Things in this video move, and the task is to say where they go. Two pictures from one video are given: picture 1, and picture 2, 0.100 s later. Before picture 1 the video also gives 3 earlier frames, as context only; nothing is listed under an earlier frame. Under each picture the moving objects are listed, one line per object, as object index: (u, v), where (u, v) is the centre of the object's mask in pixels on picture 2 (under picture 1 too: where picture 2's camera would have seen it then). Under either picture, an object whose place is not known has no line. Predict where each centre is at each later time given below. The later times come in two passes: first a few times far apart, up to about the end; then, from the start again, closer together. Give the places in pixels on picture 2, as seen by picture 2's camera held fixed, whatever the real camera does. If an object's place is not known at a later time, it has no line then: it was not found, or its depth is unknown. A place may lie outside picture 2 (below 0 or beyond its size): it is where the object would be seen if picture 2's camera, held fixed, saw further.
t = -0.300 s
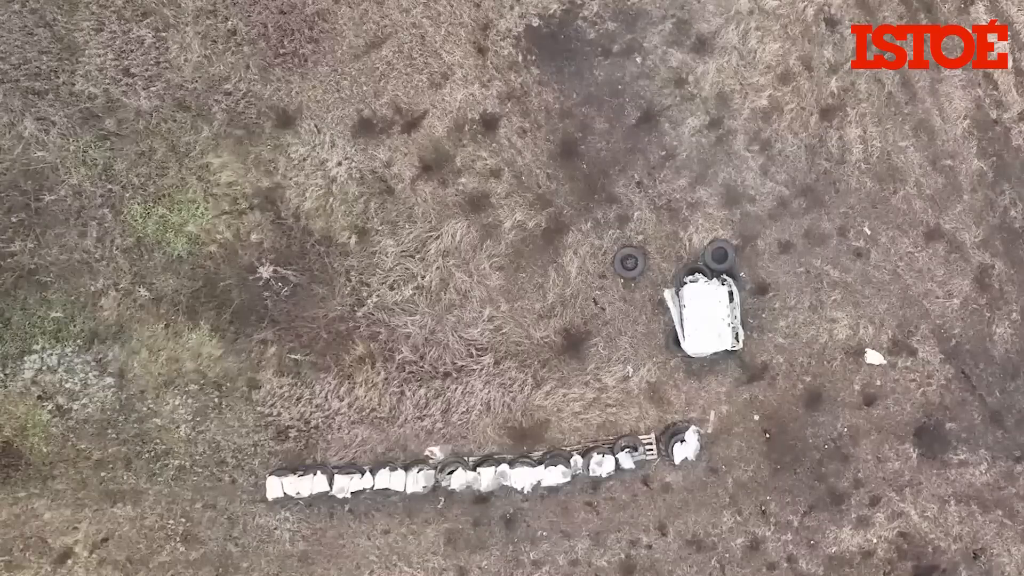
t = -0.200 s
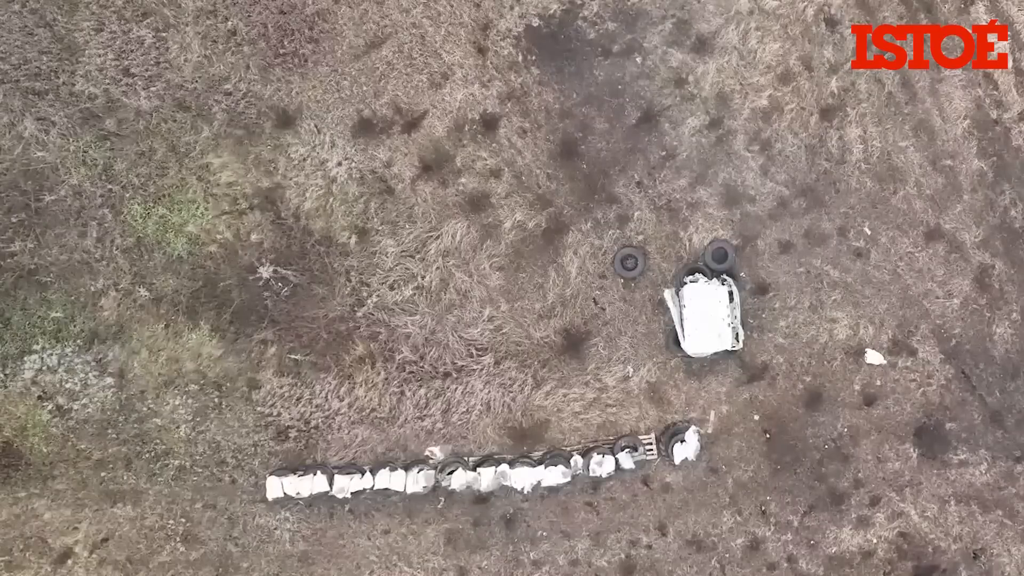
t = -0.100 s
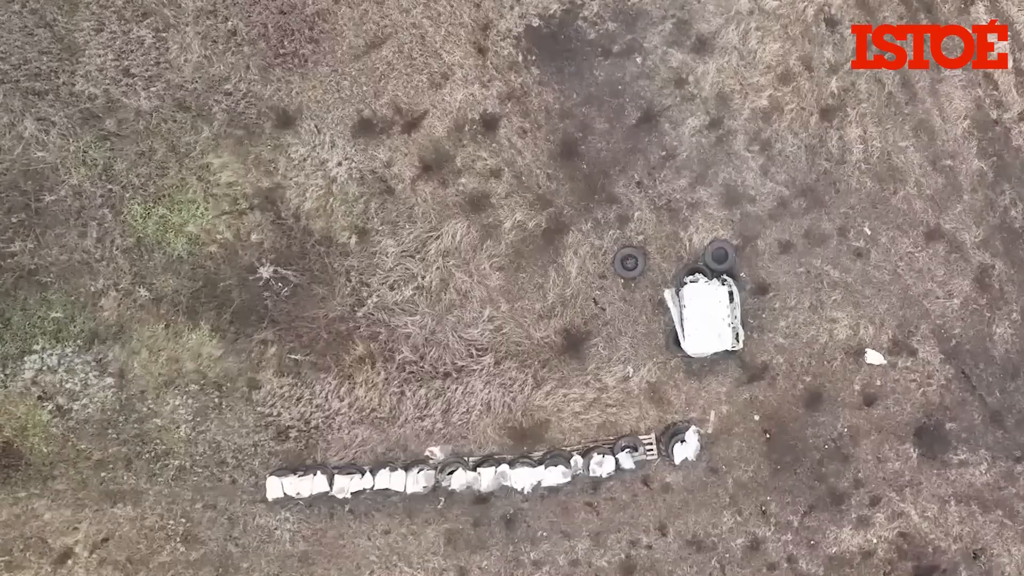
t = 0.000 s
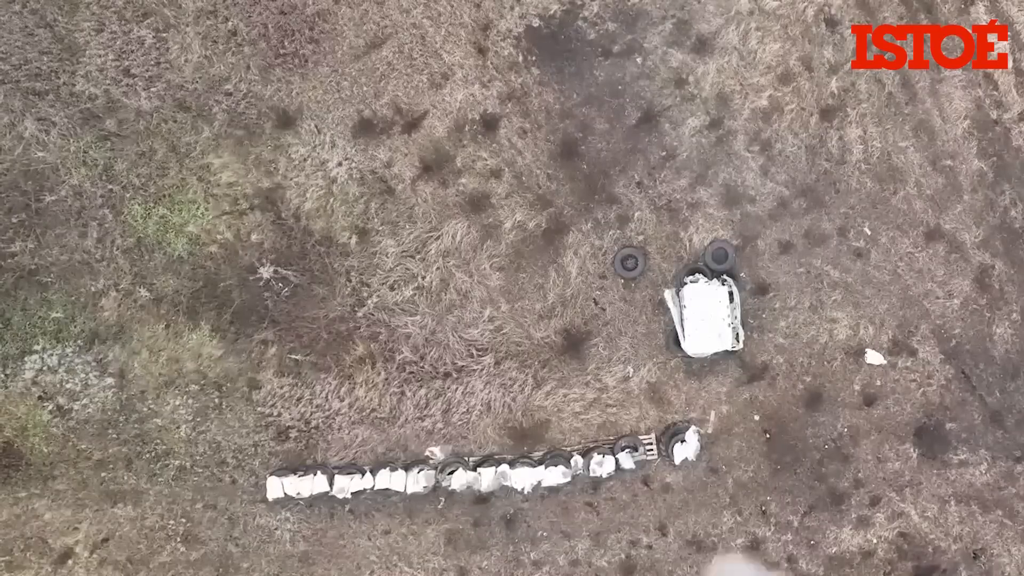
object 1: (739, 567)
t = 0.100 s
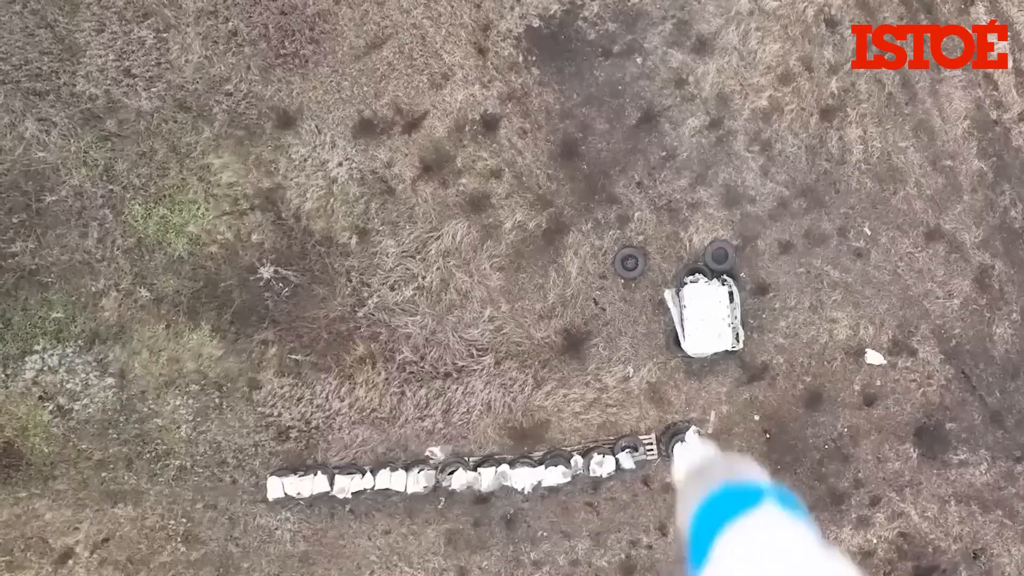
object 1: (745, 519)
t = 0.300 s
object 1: (749, 418)
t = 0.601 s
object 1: (732, 367)
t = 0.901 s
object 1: (722, 353)
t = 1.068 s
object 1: (716, 348)
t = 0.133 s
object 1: (758, 509)
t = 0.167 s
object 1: (766, 495)
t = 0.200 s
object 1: (764, 472)
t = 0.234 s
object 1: (756, 451)
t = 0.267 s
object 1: (753, 432)
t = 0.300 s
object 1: (749, 418)
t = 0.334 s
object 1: (746, 409)
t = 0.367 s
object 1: (743, 398)
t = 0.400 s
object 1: (741, 391)
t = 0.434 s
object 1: (739, 386)
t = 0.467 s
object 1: (737, 380)
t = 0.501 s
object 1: (737, 377)
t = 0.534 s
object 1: (734, 373)
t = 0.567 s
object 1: (733, 369)
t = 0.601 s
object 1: (732, 367)
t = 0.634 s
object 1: (730, 364)
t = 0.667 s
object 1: (729, 362)
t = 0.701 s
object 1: (728, 360)
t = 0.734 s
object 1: (726, 358)
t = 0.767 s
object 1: (726, 358)
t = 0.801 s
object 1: (725, 356)
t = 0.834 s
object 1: (724, 354)
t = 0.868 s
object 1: (724, 354)
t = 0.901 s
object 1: (722, 353)
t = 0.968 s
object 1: (720, 352)
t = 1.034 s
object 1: (717, 349)
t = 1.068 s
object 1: (716, 348)
